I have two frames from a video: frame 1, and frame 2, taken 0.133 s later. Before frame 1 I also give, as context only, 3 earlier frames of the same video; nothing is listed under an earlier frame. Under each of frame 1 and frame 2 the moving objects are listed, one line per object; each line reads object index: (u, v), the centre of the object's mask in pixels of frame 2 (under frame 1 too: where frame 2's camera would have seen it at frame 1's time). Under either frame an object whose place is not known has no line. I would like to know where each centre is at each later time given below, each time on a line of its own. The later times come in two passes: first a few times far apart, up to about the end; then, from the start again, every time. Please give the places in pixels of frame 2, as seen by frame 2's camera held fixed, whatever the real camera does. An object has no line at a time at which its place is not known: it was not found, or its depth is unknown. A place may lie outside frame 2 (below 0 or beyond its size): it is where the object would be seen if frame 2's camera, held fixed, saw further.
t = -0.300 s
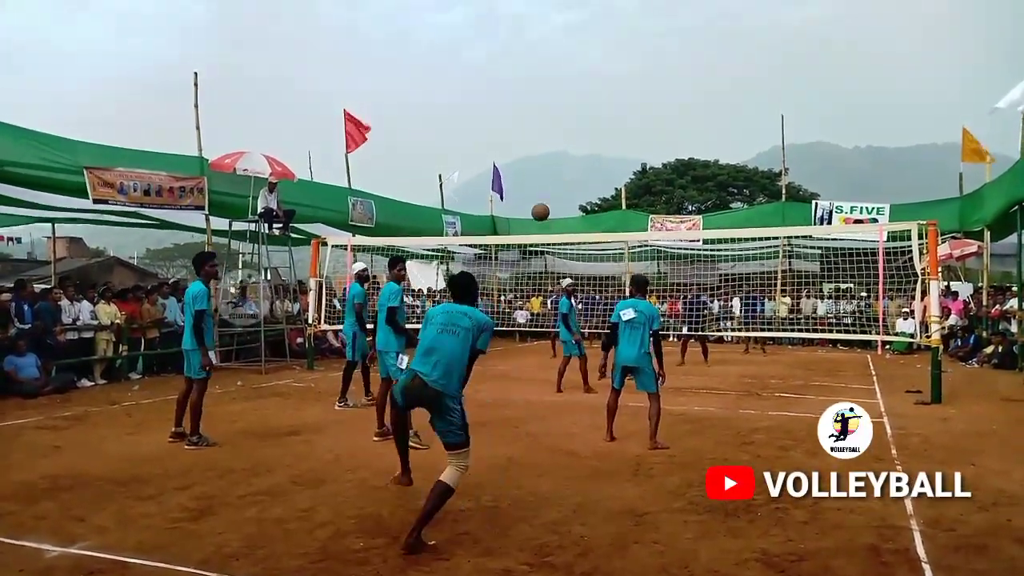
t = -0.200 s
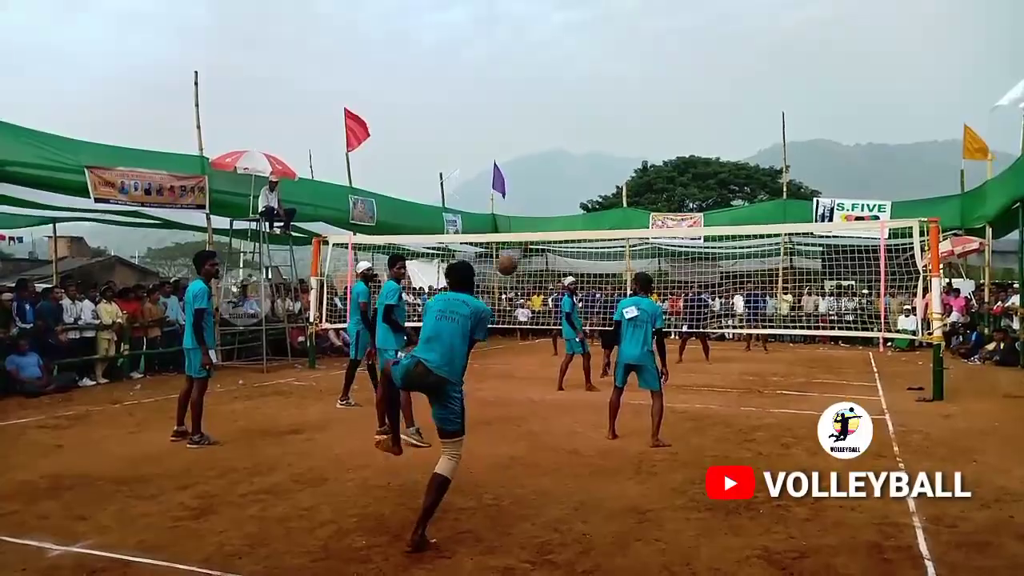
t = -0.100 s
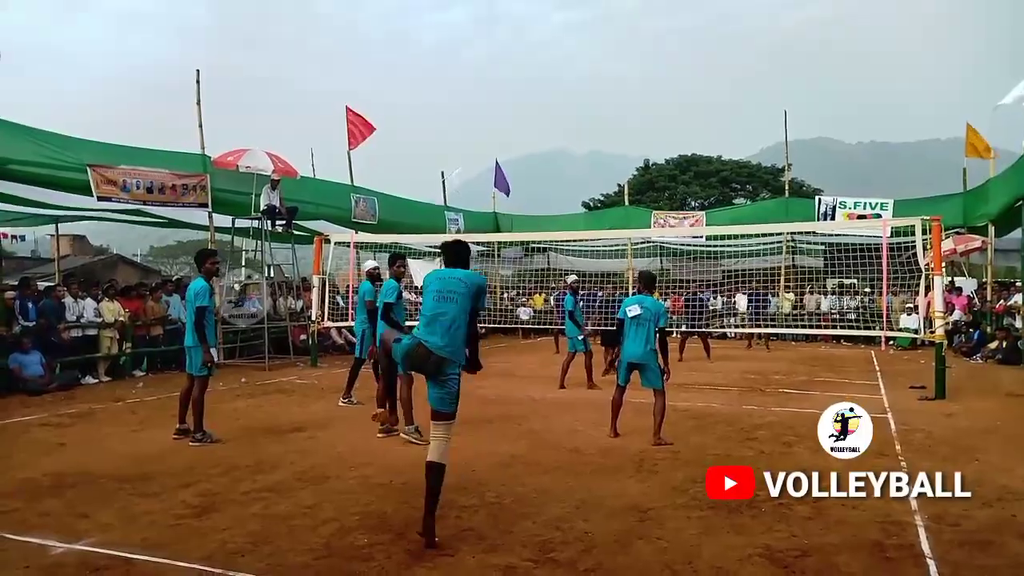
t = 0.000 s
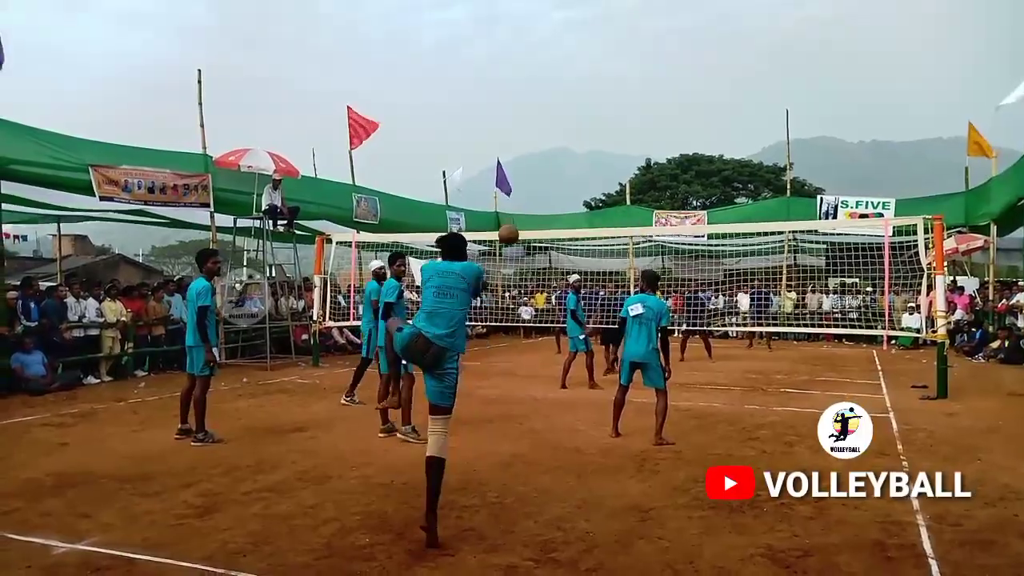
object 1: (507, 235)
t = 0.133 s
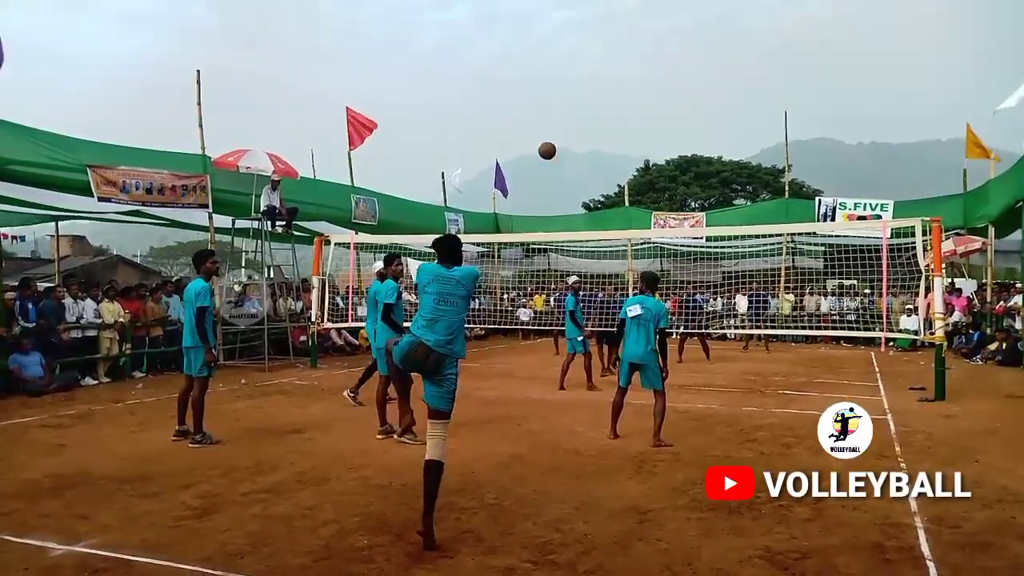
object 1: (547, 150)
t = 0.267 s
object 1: (577, 102)
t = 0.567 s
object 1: (625, 76)
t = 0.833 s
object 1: (654, 108)
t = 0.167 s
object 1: (555, 135)
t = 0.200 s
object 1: (563, 122)
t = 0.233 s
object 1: (570, 111)
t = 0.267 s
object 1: (577, 102)
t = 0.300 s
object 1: (584, 94)
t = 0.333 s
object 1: (590, 88)
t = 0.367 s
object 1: (596, 82)
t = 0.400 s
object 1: (602, 79)
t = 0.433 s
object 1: (607, 77)
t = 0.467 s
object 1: (612, 75)
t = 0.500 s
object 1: (616, 75)
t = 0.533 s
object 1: (621, 75)
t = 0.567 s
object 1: (625, 76)
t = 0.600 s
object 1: (629, 78)
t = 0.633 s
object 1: (633, 80)
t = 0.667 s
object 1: (637, 83)
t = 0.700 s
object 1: (640, 87)
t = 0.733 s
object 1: (644, 92)
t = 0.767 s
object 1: (647, 97)
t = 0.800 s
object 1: (650, 102)
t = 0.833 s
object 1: (654, 108)
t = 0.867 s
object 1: (656, 115)
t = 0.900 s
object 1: (659, 122)
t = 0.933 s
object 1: (662, 129)
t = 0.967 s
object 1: (665, 136)
